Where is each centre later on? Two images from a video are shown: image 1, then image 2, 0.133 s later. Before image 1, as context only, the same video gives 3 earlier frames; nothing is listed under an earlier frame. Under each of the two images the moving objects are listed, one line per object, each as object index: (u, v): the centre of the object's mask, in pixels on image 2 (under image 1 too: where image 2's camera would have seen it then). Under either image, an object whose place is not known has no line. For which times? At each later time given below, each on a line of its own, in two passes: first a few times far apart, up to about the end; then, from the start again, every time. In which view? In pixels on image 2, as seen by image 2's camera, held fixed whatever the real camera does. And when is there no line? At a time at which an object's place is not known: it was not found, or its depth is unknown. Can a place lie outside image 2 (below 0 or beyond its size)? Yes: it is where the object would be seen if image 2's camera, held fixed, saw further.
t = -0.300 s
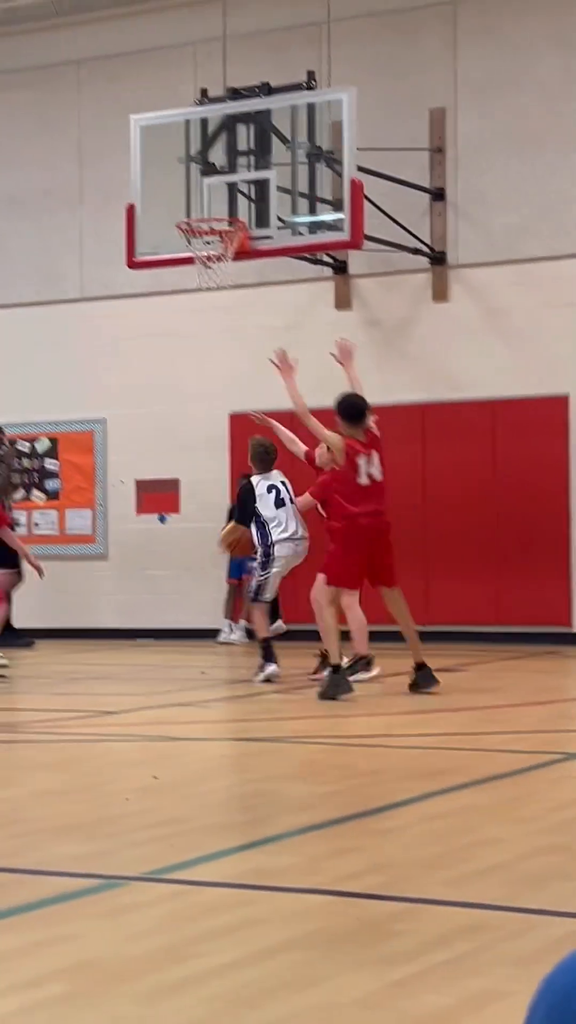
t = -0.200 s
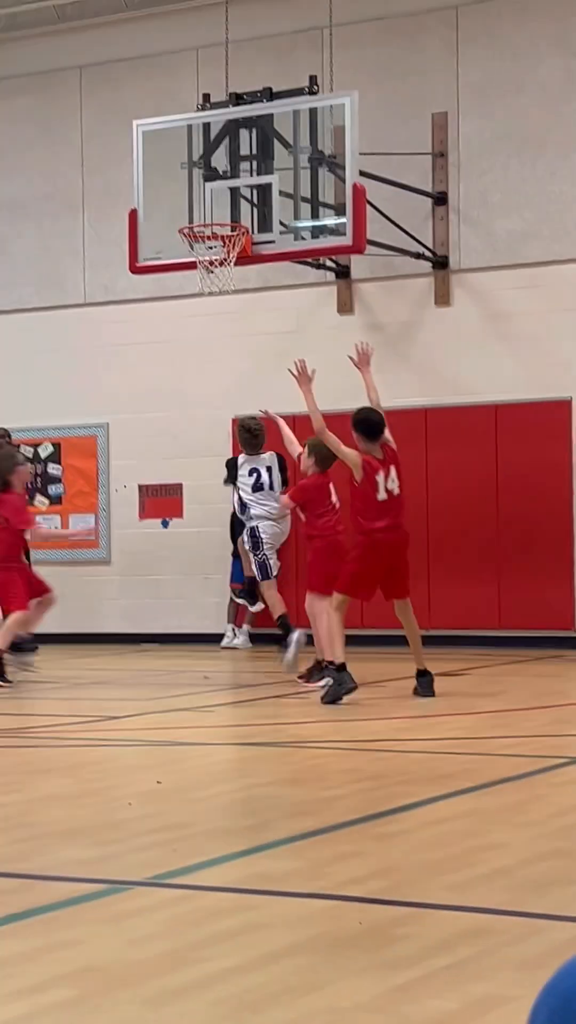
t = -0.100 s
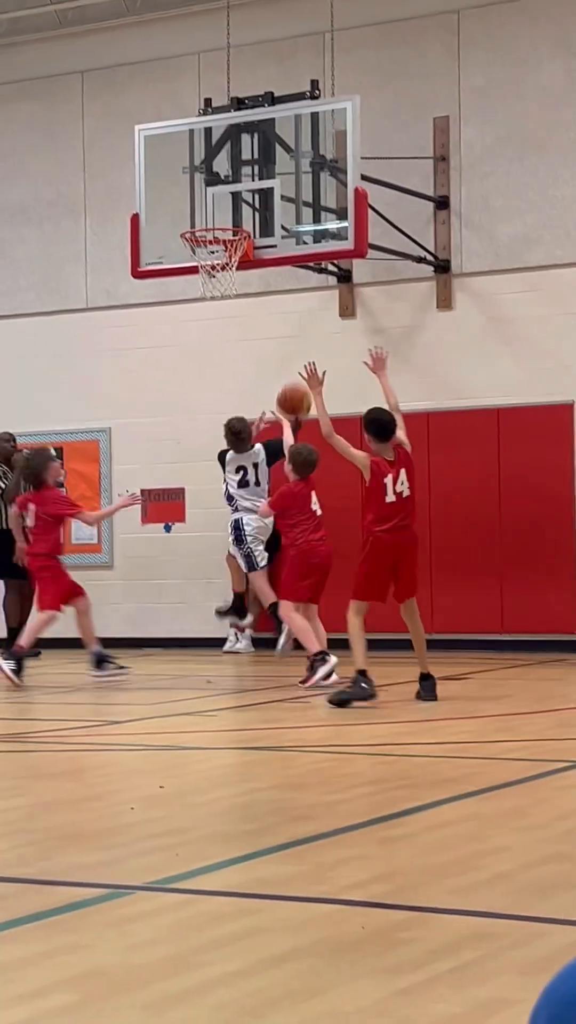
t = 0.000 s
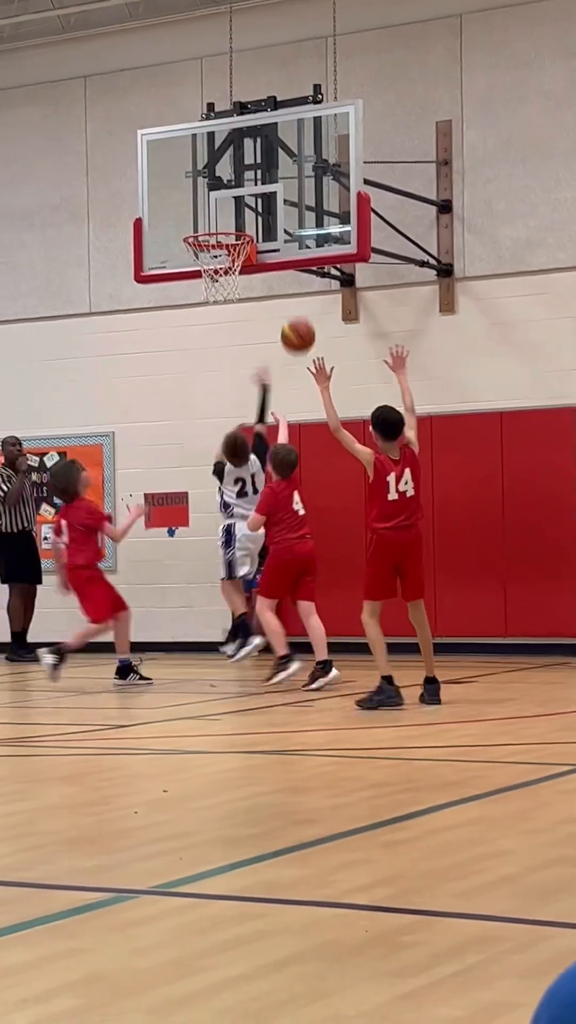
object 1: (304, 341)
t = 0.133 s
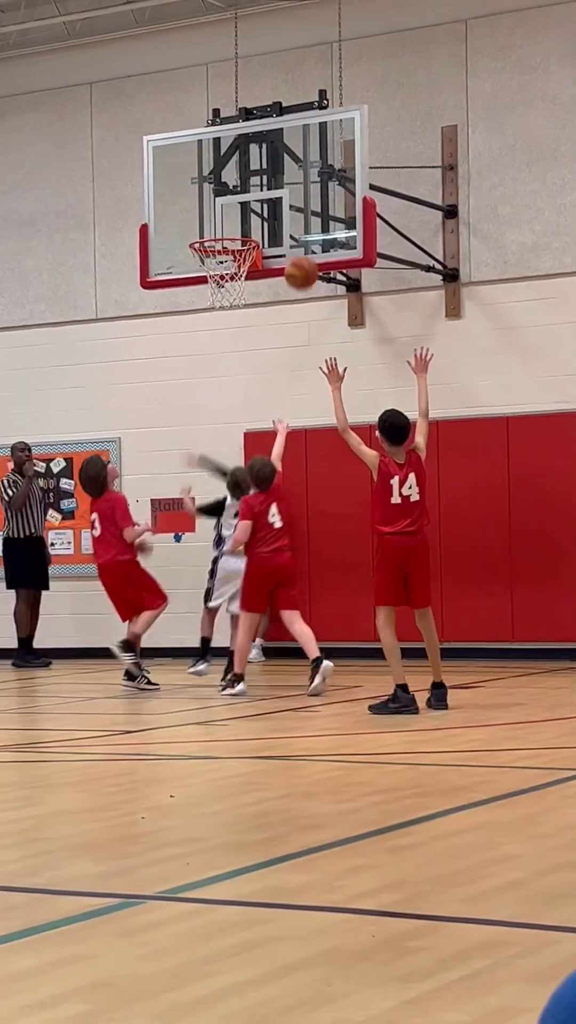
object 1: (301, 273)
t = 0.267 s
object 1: (299, 231)
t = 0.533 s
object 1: (290, 222)
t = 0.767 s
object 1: (288, 216)
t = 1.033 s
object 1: (330, 265)
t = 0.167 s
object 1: (301, 259)
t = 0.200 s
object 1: (300, 248)
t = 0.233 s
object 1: (300, 239)
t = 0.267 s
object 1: (299, 231)
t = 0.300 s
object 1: (299, 225)
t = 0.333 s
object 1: (299, 221)
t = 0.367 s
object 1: (298, 218)
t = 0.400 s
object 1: (298, 217)
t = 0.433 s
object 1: (298, 217)
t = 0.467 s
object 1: (298, 219)
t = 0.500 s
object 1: (297, 222)
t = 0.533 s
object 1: (290, 222)
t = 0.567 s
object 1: (282, 224)
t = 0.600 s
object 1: (274, 227)
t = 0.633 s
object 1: (269, 229)
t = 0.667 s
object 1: (274, 224)
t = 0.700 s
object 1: (279, 220)
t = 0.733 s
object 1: (284, 217)
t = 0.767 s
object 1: (288, 216)
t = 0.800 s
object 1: (293, 217)
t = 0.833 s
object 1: (299, 219)
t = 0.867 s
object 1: (304, 223)
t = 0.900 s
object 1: (309, 228)
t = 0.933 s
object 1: (315, 234)
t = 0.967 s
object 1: (320, 243)
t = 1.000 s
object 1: (325, 252)
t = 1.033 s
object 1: (330, 265)
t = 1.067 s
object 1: (335, 278)
